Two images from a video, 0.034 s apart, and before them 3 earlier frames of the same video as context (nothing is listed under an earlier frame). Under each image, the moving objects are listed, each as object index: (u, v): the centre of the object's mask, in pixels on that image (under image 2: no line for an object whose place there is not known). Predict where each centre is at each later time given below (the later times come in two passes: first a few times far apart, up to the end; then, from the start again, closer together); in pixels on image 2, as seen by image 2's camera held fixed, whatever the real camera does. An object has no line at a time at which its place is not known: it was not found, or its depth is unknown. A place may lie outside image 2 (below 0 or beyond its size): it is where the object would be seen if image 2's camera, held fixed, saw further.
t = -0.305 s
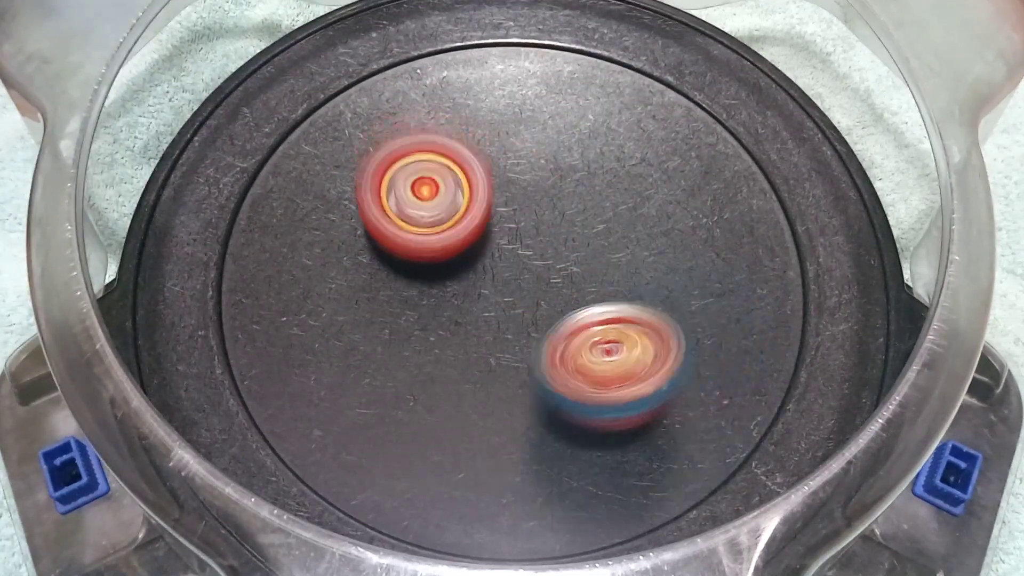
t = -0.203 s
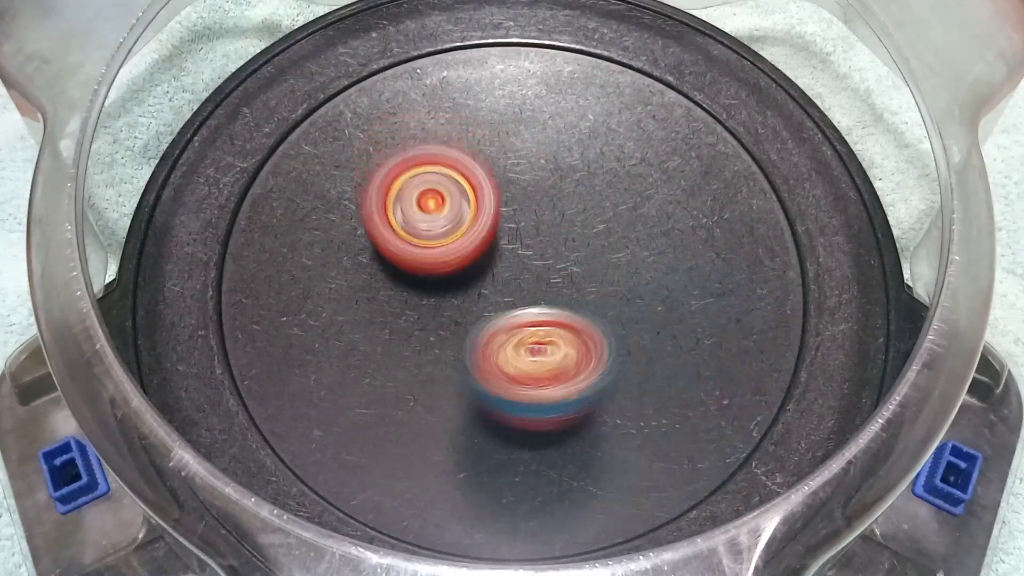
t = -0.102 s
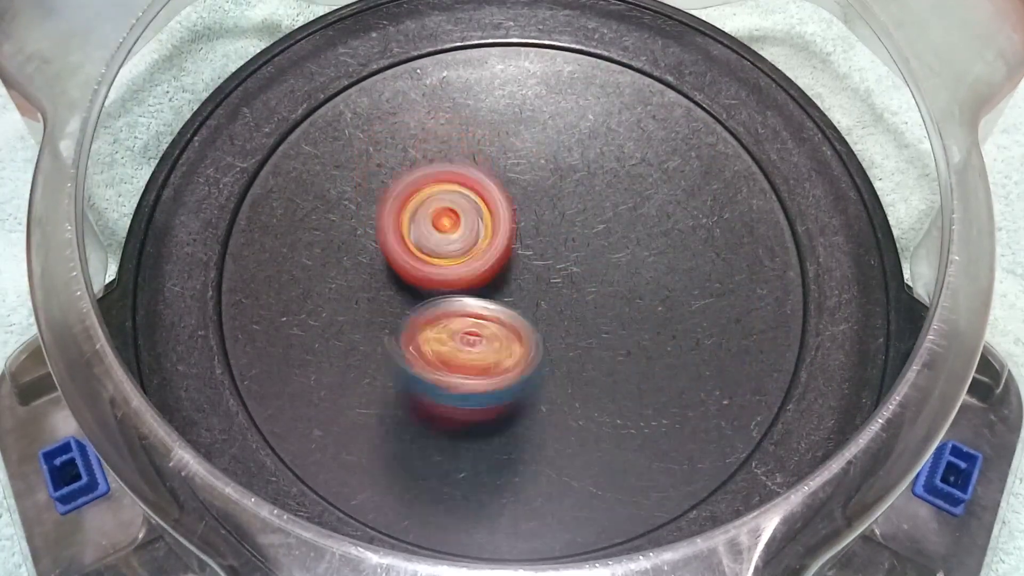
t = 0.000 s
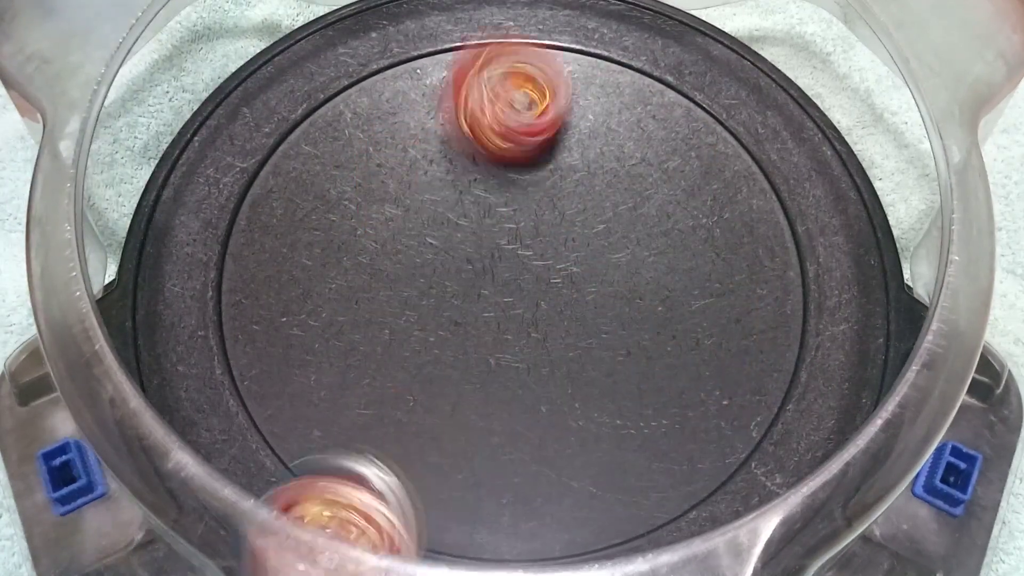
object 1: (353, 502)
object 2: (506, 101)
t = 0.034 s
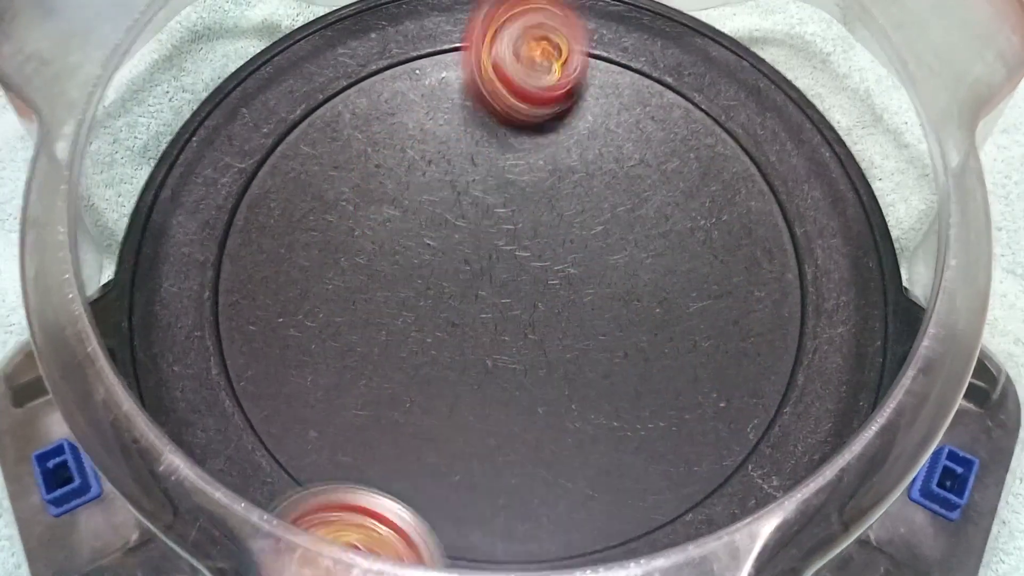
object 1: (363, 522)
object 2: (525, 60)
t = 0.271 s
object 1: (534, 433)
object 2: (576, 35)
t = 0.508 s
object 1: (617, 266)
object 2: (546, 127)
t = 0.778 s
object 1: (711, 472)
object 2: (507, 124)
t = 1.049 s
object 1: (406, 260)
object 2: (489, 153)
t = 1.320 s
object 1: (310, 210)
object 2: (515, 231)
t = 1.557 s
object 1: (342, 217)
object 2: (560, 279)
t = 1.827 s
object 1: (350, 219)
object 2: (576, 282)
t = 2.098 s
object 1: (351, 219)
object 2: (542, 281)
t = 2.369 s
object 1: (352, 219)
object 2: (535, 250)
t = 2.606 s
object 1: (352, 219)
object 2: (531, 256)
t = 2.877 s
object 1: (352, 219)
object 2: (530, 255)
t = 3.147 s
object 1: (352, 219)
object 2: (531, 254)
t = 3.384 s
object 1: (352, 219)
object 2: (530, 255)
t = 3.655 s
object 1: (352, 219)
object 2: (530, 255)
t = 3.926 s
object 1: (352, 219)
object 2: (530, 255)
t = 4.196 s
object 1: (352, 219)
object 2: (530, 253)
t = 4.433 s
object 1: (352, 219)
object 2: (530, 255)
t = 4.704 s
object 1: (352, 219)
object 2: (530, 255)
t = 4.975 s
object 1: (352, 219)
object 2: (530, 255)
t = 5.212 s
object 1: (352, 219)
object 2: (530, 255)
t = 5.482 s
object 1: (352, 219)
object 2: (530, 255)
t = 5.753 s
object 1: (352, 219)
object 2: (530, 255)
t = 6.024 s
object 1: (352, 219)
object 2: (530, 255)
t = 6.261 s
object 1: (352, 219)
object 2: (530, 255)
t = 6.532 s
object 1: (352, 219)
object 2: (530, 255)
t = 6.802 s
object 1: (352, 219)
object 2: (531, 255)
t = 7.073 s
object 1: (352, 219)
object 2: (530, 255)
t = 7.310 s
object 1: (352, 219)
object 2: (531, 255)
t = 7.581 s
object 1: (352, 219)
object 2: (530, 255)
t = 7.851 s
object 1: (352, 219)
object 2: (530, 255)
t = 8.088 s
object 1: (352, 219)
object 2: (531, 255)
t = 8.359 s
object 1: (352, 219)
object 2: (530, 255)
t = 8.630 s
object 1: (352, 219)
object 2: (531, 255)
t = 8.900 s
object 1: (352, 219)
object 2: (531, 255)
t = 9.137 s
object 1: (352, 219)
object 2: (530, 255)
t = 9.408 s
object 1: (352, 219)
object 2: (530, 255)
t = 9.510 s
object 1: (352, 219)
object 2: (530, 255)
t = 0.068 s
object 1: (394, 528)
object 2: (541, 48)
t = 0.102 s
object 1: (430, 526)
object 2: (557, 33)
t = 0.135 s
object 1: (449, 520)
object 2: (568, 32)
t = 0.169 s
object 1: (470, 507)
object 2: (575, 31)
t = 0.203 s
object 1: (494, 492)
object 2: (578, 31)
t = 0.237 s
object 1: (513, 464)
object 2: (578, 33)
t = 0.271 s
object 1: (534, 433)
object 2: (576, 35)
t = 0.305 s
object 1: (550, 404)
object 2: (571, 38)
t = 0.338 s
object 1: (565, 373)
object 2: (567, 43)
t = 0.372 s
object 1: (579, 350)
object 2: (562, 51)
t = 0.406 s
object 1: (591, 324)
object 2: (559, 63)
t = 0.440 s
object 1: (601, 301)
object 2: (555, 81)
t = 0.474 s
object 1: (611, 283)
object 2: (551, 103)
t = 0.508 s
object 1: (617, 266)
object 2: (546, 127)
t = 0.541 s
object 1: (621, 254)
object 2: (541, 148)
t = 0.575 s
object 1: (647, 278)
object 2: (531, 145)
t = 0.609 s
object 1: (678, 317)
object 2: (519, 130)
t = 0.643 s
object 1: (708, 379)
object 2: (511, 124)
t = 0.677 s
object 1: (730, 434)
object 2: (508, 122)
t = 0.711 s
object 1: (742, 457)
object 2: (507, 122)
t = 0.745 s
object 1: (738, 471)
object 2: (507, 123)
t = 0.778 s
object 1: (711, 472)
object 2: (507, 124)
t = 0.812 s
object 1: (687, 463)
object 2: (506, 129)
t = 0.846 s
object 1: (655, 440)
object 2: (504, 133)
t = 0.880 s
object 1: (608, 416)
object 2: (498, 135)
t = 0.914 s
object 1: (561, 376)
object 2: (494, 139)
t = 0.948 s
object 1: (514, 343)
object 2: (491, 139)
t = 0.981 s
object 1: (470, 306)
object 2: (490, 142)
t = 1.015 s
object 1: (435, 275)
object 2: (490, 148)
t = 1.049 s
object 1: (406, 260)
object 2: (489, 153)
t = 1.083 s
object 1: (363, 243)
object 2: (496, 164)
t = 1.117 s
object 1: (328, 231)
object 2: (505, 169)
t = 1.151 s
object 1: (307, 223)
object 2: (507, 178)
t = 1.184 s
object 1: (296, 213)
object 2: (507, 188)
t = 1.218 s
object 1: (294, 210)
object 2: (508, 198)
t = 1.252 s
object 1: (296, 209)
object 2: (508, 209)
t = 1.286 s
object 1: (302, 210)
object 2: (512, 220)
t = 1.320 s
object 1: (310, 210)
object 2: (515, 231)
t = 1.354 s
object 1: (316, 210)
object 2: (521, 243)
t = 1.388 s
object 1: (323, 212)
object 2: (527, 254)
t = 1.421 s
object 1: (328, 213)
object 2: (531, 263)
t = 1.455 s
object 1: (333, 214)
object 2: (537, 271)
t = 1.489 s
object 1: (338, 215)
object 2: (545, 277)
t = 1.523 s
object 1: (341, 216)
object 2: (553, 282)
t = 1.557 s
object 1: (342, 217)
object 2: (560, 279)
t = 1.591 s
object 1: (344, 217)
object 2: (567, 280)
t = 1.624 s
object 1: (346, 218)
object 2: (573, 283)
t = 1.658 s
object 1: (347, 218)
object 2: (577, 281)
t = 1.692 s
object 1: (347, 218)
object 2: (580, 279)
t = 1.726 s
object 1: (347, 218)
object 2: (581, 277)
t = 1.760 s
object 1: (348, 218)
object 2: (580, 278)
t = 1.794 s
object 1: (349, 219)
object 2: (579, 280)
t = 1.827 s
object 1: (350, 219)
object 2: (576, 282)
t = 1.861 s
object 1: (350, 219)
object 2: (573, 284)
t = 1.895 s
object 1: (351, 219)
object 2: (568, 284)
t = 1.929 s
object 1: (351, 219)
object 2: (565, 284)
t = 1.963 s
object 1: (351, 219)
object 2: (562, 284)
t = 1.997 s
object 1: (351, 219)
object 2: (560, 284)
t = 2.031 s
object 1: (351, 219)
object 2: (556, 283)
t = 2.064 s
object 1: (351, 219)
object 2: (549, 283)
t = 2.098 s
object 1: (351, 219)
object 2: (542, 281)
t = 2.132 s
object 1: (351, 219)
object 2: (537, 276)
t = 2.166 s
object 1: (351, 219)
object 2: (534, 272)
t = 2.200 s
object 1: (351, 219)
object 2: (532, 269)
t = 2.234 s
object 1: (351, 219)
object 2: (530, 261)
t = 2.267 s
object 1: (351, 219)
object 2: (531, 258)
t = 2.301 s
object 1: (352, 219)
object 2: (531, 254)
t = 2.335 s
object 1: (352, 219)
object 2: (533, 252)
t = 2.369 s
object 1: (352, 219)
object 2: (535, 250)
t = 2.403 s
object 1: (352, 219)
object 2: (537, 248)
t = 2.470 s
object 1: (352, 219)
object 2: (535, 250)
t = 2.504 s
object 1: (352, 219)
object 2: (534, 251)
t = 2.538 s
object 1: (352, 219)
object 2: (532, 253)
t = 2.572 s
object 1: (352, 219)
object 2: (531, 254)
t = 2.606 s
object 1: (352, 219)
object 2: (531, 256)
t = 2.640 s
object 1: (352, 219)
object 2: (531, 257)
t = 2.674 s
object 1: (352, 219)
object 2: (531, 256)
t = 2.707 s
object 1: (352, 219)
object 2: (530, 255)
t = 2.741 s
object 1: (351, 219)
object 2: (531, 254)
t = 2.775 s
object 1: (351, 219)
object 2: (532, 253)
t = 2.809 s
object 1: (352, 219)
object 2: (532, 253)
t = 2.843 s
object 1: (352, 219)
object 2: (531, 254)
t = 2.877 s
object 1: (352, 219)
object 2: (530, 255)
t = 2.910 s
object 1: (352, 219)
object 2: (530, 256)
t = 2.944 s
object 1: (352, 219)
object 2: (530, 255)
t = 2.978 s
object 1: (352, 219)
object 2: (531, 254)
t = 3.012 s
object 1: (352, 219)
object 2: (531, 254)
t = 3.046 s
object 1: (352, 219)
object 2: (531, 254)
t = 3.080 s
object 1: (352, 219)
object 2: (530, 255)
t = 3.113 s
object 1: (352, 219)
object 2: (530, 255)
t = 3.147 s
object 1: (352, 219)
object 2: (531, 254)
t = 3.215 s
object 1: (352, 219)
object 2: (530, 255)
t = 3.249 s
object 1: (352, 219)
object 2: (530, 255)
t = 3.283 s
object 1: (352, 219)
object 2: (530, 255)
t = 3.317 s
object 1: (352, 219)
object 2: (530, 255)
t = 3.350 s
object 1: (352, 219)
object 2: (530, 255)
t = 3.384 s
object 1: (352, 219)
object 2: (530, 255)
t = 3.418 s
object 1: (352, 219)
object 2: (530, 255)
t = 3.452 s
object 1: (352, 219)
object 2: (530, 255)
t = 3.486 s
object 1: (352, 219)
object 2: (530, 255)
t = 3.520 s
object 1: (352, 219)
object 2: (530, 255)
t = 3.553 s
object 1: (352, 219)
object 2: (530, 255)
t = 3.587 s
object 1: (352, 219)
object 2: (530, 255)
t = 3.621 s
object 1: (352, 219)
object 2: (530, 255)
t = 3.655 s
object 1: (352, 219)
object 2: (530, 255)
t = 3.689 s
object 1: (352, 219)
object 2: (530, 255)
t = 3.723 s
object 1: (352, 219)
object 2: (530, 255)
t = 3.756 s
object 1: (352, 219)
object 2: (530, 255)
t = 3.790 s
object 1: (352, 219)
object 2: (530, 255)
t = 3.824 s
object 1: (352, 219)
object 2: (530, 255)
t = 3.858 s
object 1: (352, 219)
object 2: (530, 255)
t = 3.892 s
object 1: (352, 219)
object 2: (530, 255)
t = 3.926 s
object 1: (352, 219)
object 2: (530, 255)
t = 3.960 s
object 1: (352, 219)
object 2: (530, 255)
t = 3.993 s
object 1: (352, 219)
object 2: (530, 255)
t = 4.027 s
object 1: (352, 219)
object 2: (530, 255)
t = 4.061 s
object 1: (352, 219)
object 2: (530, 255)
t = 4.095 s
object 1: (352, 219)
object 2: (530, 255)
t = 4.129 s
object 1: (352, 219)
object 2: (530, 255)
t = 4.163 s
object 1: (352, 219)
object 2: (530, 255)
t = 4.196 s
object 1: (352, 219)
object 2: (530, 253)
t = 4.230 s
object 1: (352, 219)
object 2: (530, 255)
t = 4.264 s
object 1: (352, 219)
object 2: (530, 255)
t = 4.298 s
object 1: (352, 219)
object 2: (530, 255)
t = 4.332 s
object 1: (352, 219)
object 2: (530, 255)
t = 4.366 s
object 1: (352, 219)
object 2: (530, 255)
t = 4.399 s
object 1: (352, 219)
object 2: (530, 255)
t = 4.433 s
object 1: (352, 219)
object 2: (530, 255)
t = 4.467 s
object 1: (352, 219)
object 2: (530, 255)
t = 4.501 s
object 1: (352, 219)
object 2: (530, 255)
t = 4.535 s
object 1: (352, 219)
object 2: (530, 255)
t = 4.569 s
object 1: (352, 219)
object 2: (530, 255)
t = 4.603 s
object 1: (352, 219)
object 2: (530, 255)
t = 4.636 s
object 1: (352, 219)
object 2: (530, 255)
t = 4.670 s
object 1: (352, 219)
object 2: (530, 255)
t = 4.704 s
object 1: (352, 219)
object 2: (530, 255)
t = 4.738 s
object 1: (352, 219)
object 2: (530, 255)
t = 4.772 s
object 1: (352, 219)
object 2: (530, 255)
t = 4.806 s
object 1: (352, 219)
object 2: (530, 255)
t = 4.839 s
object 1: (352, 219)
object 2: (530, 255)
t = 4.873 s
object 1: (352, 219)
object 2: (530, 255)
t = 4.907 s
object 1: (352, 219)
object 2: (530, 255)
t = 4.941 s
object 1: (352, 219)
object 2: (530, 255)
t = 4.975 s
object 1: (352, 219)
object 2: (530, 255)
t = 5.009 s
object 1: (352, 219)
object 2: (530, 255)
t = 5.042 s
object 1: (352, 219)
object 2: (530, 255)
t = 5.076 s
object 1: (352, 219)
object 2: (530, 255)
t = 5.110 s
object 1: (352, 219)
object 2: (530, 255)
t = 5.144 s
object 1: (352, 219)
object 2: (530, 255)
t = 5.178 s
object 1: (352, 219)
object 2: (530, 255)
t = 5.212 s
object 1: (352, 219)
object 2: (530, 255)
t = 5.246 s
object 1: (352, 219)
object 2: (530, 255)
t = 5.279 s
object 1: (352, 219)
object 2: (530, 255)
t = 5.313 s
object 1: (352, 219)
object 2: (530, 255)
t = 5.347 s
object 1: (352, 219)
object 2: (530, 255)
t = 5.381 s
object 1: (352, 219)
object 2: (530, 255)
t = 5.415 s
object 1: (352, 219)
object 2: (530, 255)
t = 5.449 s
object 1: (352, 219)
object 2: (530, 255)
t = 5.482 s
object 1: (352, 219)
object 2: (530, 255)
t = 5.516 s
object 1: (352, 219)
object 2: (530, 255)
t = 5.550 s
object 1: (352, 219)
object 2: (530, 255)
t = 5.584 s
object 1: (352, 219)
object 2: (530, 255)
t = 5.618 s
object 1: (352, 219)
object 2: (530, 255)
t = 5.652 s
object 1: (352, 219)
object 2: (530, 255)
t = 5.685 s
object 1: (352, 219)
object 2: (530, 255)
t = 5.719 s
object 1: (352, 219)
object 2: (530, 255)
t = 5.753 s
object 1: (352, 219)
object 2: (530, 255)
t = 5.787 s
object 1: (352, 219)
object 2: (530, 255)
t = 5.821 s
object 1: (352, 219)
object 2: (530, 255)
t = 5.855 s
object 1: (352, 219)
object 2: (530, 255)
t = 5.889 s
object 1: (352, 219)
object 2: (530, 255)
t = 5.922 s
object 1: (352, 219)
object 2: (530, 255)
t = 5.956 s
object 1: (352, 219)
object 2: (530, 255)
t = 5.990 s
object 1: (352, 219)
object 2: (530, 255)
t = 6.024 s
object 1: (352, 219)
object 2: (530, 255)
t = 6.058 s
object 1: (352, 219)
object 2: (530, 255)
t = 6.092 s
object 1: (352, 219)
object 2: (530, 255)
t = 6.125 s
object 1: (352, 219)
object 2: (530, 255)
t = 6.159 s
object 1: (352, 219)
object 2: (530, 255)
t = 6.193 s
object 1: (352, 219)
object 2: (530, 255)
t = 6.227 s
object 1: (352, 219)
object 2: (530, 255)
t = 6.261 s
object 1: (352, 219)
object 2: (530, 255)
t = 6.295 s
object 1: (352, 219)
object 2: (530, 255)
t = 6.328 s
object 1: (352, 219)
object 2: (530, 255)
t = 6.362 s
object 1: (352, 219)
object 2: (530, 255)
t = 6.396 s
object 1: (352, 219)
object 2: (530, 255)
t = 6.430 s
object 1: (352, 219)
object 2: (530, 255)
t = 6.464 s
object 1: (352, 219)
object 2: (530, 255)
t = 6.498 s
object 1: (352, 219)
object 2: (530, 255)
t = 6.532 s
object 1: (352, 219)
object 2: (530, 255)
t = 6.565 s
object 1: (352, 219)
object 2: (530, 255)
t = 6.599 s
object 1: (352, 219)
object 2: (530, 255)
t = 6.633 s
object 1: (352, 219)
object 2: (530, 255)
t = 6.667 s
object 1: (352, 219)
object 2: (530, 255)
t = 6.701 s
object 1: (352, 219)
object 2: (530, 255)
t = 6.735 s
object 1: (352, 219)
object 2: (530, 256)
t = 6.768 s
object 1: (352, 219)
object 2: (531, 256)
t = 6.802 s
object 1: (352, 219)
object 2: (531, 255)
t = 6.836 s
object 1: (352, 219)
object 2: (530, 255)
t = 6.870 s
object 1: (352, 219)
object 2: (530, 255)
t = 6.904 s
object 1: (352, 219)
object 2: (531, 255)
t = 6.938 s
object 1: (352, 219)
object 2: (531, 255)
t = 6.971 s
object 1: (352, 219)
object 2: (531, 255)
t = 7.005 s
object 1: (352, 219)
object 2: (530, 255)
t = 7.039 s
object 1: (352, 219)
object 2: (530, 255)
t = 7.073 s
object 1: (352, 219)
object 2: (530, 255)
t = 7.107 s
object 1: (352, 219)
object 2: (531, 255)
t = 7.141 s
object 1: (352, 219)
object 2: (531, 255)
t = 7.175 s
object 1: (352, 219)
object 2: (530, 255)
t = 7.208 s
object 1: (352, 219)
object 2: (531, 255)
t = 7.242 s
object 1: (352, 219)
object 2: (531, 255)
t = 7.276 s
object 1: (352, 219)
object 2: (531, 255)
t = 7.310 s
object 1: (352, 219)
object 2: (531, 255)
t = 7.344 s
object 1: (352, 219)
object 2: (531, 255)
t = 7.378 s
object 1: (352, 219)
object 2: (530, 255)
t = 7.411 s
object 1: (352, 219)
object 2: (530, 255)
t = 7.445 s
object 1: (352, 219)
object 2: (530, 255)
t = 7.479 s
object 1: (352, 219)
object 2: (530, 255)
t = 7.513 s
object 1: (352, 219)
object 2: (530, 255)
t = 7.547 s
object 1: (352, 219)
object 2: (530, 255)
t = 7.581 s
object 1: (352, 219)
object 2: (530, 255)
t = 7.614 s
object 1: (352, 219)
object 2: (530, 255)
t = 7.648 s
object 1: (352, 219)
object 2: (530, 255)
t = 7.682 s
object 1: (352, 219)
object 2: (530, 255)
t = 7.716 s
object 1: (352, 219)
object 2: (530, 255)
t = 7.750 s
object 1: (352, 219)
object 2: (530, 255)
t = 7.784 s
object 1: (352, 219)
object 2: (530, 255)
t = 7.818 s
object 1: (352, 219)
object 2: (530, 255)
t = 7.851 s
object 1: (352, 219)
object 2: (530, 255)
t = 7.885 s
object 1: (352, 219)
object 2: (530, 255)
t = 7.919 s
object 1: (352, 219)
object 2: (530, 255)
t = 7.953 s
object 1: (352, 219)
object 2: (530, 255)
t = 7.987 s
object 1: (352, 219)
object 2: (530, 255)
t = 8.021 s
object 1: (352, 219)
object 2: (531, 255)
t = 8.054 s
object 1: (352, 219)
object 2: (531, 255)
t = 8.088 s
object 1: (352, 219)
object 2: (531, 255)
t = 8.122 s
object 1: (352, 219)
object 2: (530, 255)
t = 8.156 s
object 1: (352, 219)
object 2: (531, 255)
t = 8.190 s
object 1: (352, 219)
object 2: (531, 255)
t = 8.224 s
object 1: (352, 219)
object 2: (531, 255)
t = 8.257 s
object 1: (352, 219)
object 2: (530, 255)
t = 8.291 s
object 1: (352, 219)
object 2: (531, 255)
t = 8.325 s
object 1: (352, 219)
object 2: (530, 255)
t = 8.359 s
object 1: (352, 219)
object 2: (530, 255)
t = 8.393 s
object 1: (352, 219)
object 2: (531, 255)
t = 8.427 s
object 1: (352, 219)
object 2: (530, 255)
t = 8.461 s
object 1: (352, 219)
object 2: (530, 255)
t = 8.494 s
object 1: (352, 219)
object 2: (530, 255)
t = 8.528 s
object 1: (352, 219)
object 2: (530, 255)
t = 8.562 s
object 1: (352, 219)
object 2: (530, 255)
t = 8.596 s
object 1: (352, 219)
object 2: (531, 255)
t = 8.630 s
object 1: (352, 219)
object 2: (531, 255)
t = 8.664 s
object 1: (352, 219)
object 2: (530, 255)
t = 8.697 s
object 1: (352, 219)
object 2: (530, 255)
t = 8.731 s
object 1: (352, 219)
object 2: (530, 255)
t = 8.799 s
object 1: (352, 219)
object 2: (531, 255)
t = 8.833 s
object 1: (352, 219)
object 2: (531, 255)
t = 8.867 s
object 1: (352, 219)
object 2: (531, 255)
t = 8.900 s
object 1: (352, 219)
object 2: (531, 255)
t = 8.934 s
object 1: (352, 219)
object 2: (531, 255)
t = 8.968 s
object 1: (352, 219)
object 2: (530, 255)
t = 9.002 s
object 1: (352, 219)
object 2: (530, 255)
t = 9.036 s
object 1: (352, 219)
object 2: (530, 255)
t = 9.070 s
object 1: (352, 219)
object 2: (530, 255)
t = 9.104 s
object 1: (352, 219)
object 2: (530, 255)
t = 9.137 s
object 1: (352, 219)
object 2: (530, 255)
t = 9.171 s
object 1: (352, 219)
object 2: (530, 255)
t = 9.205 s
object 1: (352, 219)
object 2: (530, 255)
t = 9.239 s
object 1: (352, 219)
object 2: (530, 255)
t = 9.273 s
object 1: (352, 219)
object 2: (530, 255)
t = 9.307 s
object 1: (352, 219)
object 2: (530, 255)
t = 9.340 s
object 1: (352, 219)
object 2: (530, 255)
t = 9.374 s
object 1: (352, 219)
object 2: (530, 255)
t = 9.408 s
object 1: (352, 219)
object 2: (530, 255)
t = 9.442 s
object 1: (352, 219)
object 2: (530, 255)
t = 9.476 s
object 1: (352, 219)
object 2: (530, 255)
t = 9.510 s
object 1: (352, 219)
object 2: (530, 255)
